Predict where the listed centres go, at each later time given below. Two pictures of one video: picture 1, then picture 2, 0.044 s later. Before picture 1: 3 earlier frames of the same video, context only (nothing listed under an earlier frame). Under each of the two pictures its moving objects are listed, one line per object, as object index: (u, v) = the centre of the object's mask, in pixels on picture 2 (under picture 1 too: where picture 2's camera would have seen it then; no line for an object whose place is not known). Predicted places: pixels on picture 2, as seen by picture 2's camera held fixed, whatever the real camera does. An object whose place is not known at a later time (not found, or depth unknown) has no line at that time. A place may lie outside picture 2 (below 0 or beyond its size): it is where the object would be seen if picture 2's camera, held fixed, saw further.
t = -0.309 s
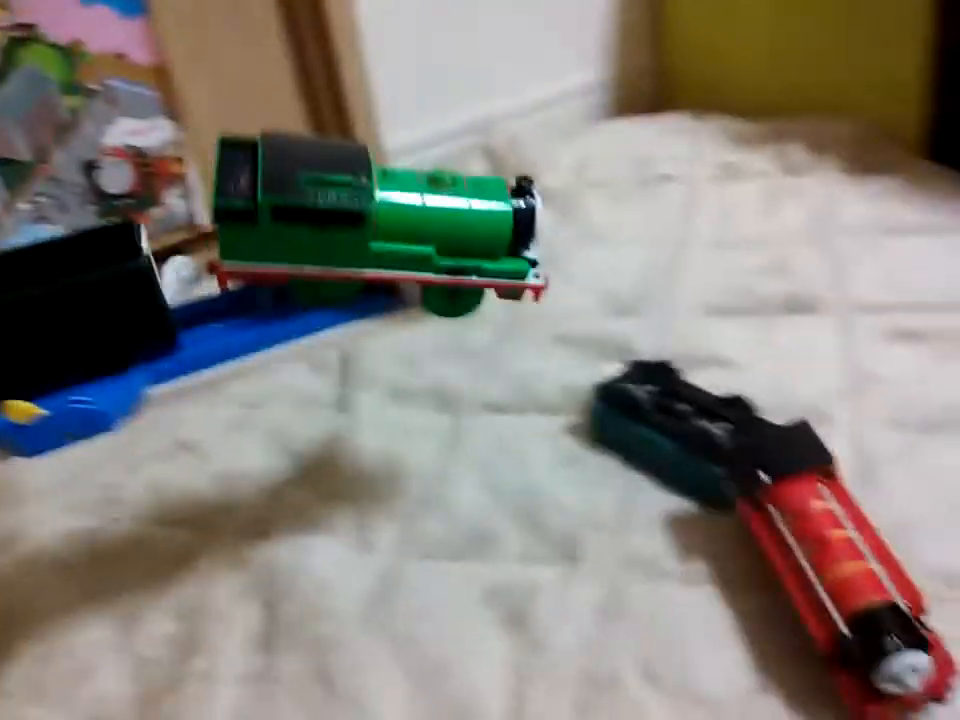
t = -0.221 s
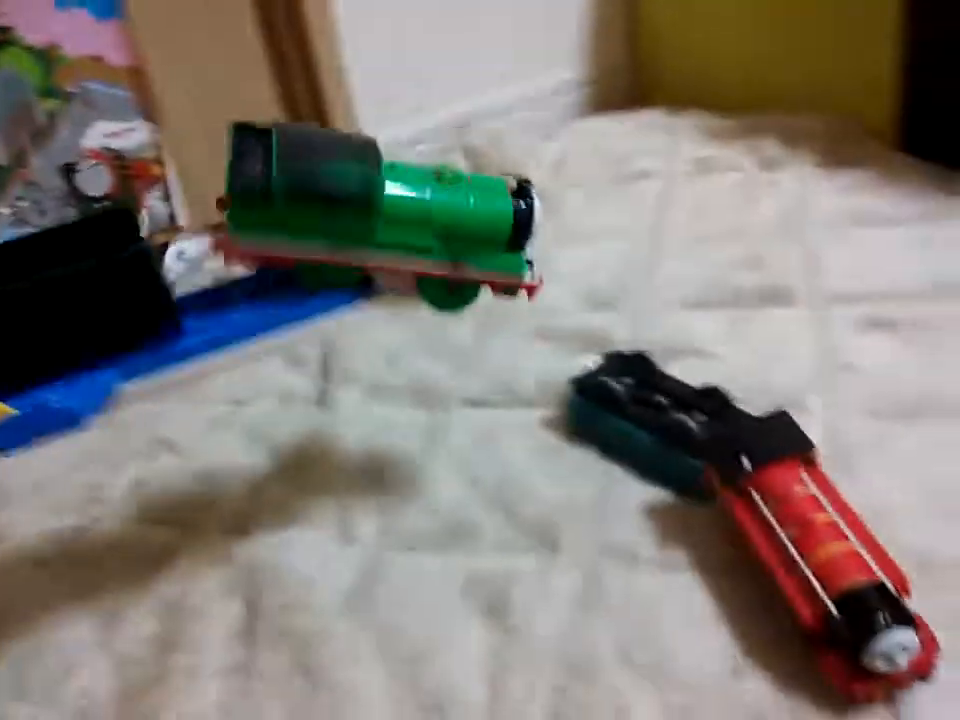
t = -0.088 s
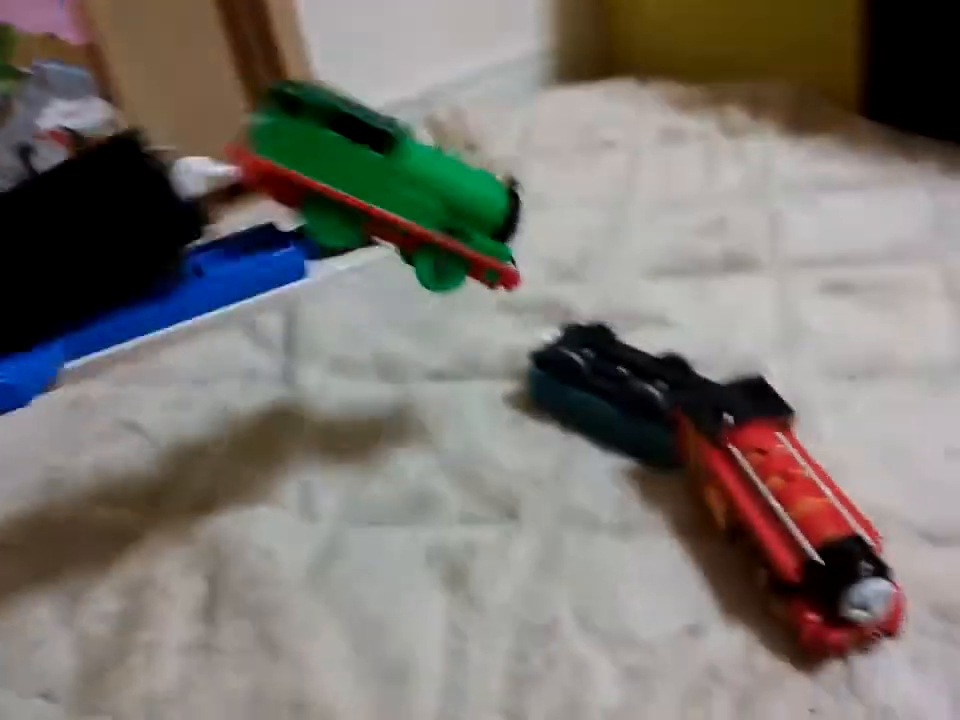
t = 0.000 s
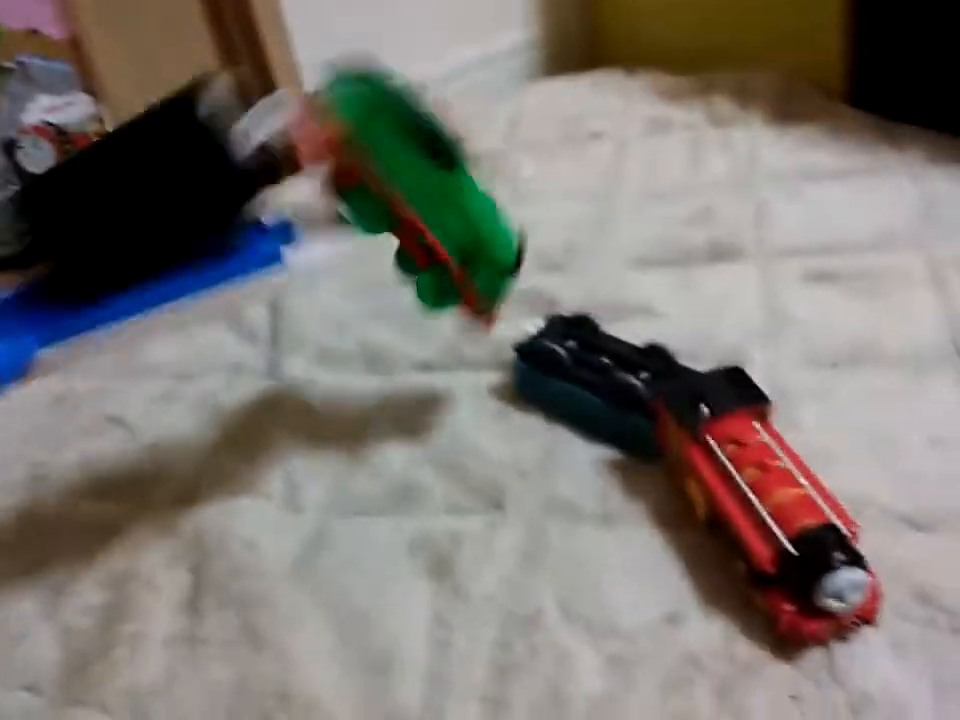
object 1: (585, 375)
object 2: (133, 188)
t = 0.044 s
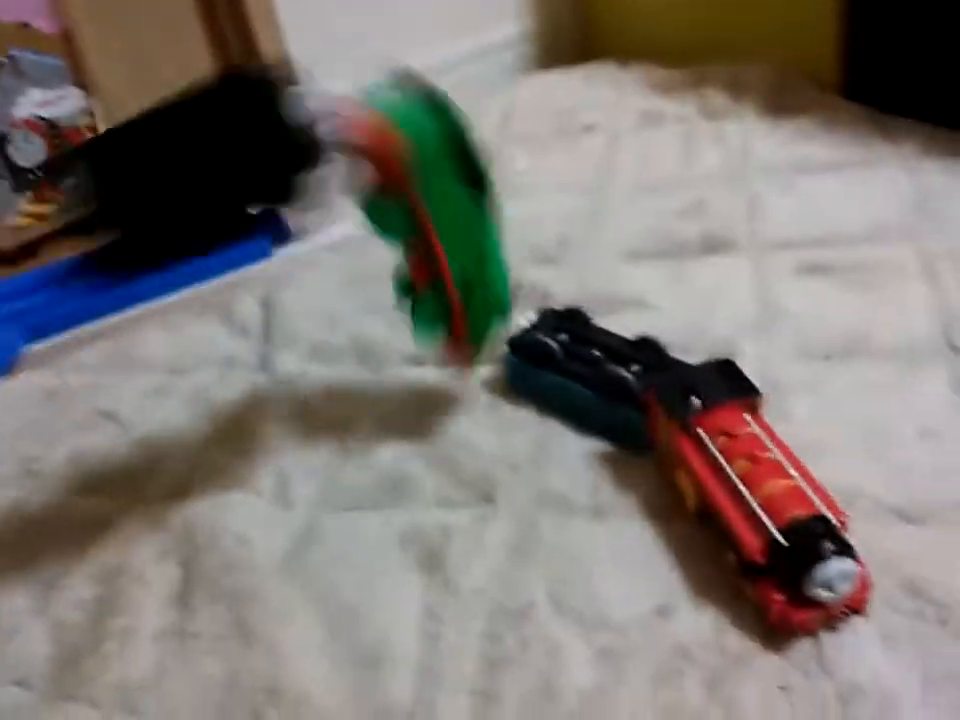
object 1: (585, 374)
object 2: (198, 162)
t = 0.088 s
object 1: (591, 375)
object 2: (279, 160)
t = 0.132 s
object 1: (599, 376)
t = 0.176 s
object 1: (606, 378)
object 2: (458, 133)
